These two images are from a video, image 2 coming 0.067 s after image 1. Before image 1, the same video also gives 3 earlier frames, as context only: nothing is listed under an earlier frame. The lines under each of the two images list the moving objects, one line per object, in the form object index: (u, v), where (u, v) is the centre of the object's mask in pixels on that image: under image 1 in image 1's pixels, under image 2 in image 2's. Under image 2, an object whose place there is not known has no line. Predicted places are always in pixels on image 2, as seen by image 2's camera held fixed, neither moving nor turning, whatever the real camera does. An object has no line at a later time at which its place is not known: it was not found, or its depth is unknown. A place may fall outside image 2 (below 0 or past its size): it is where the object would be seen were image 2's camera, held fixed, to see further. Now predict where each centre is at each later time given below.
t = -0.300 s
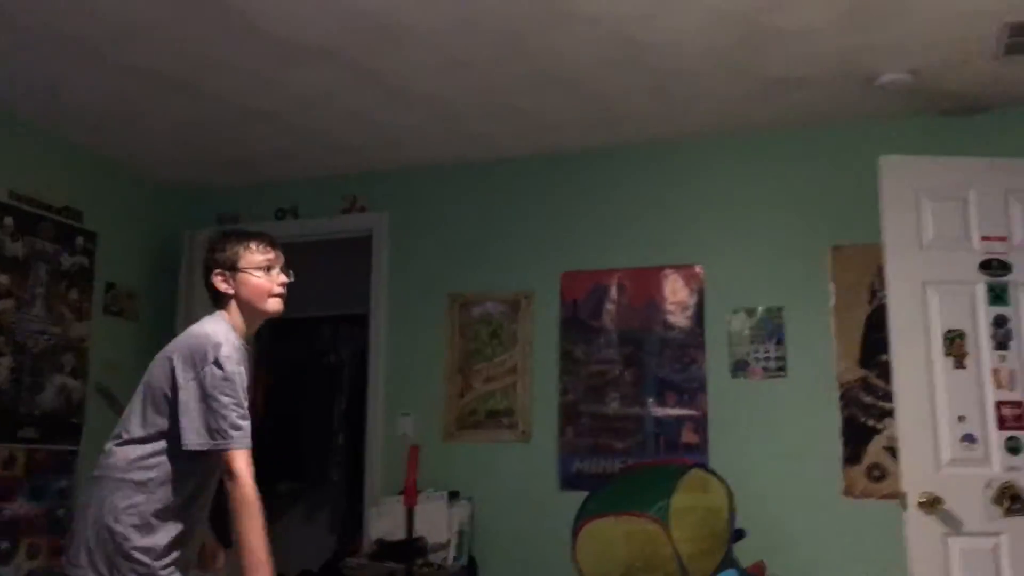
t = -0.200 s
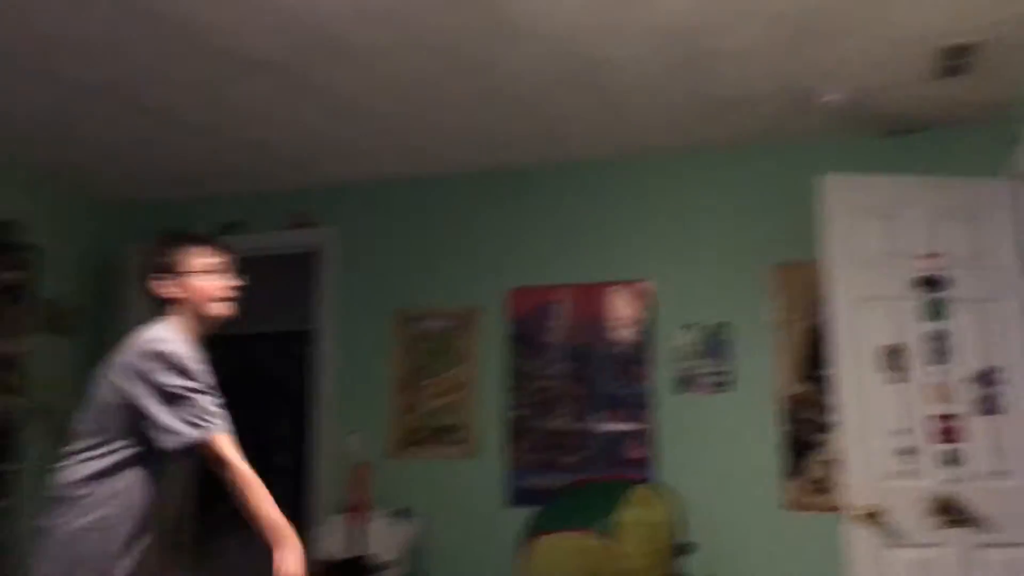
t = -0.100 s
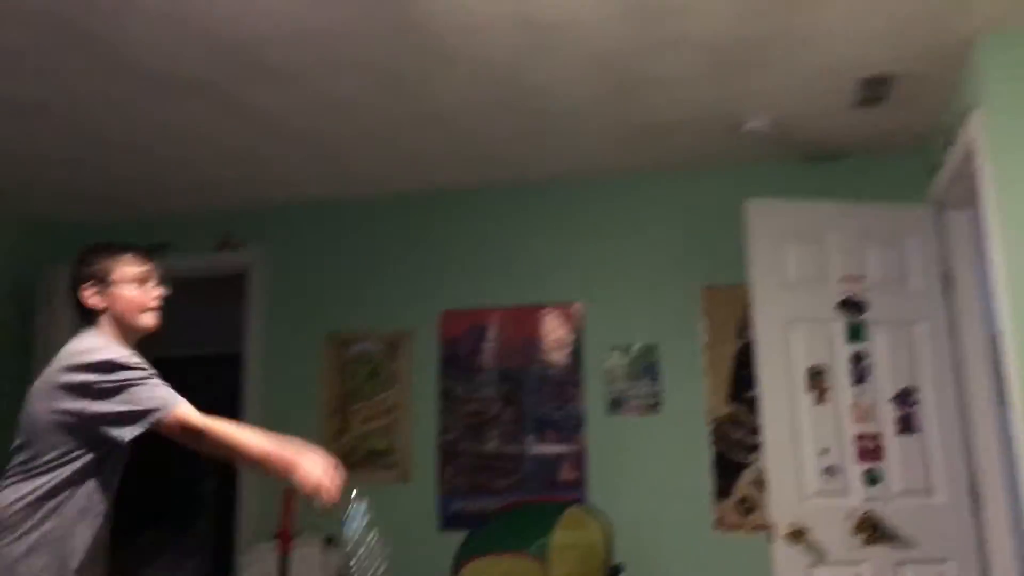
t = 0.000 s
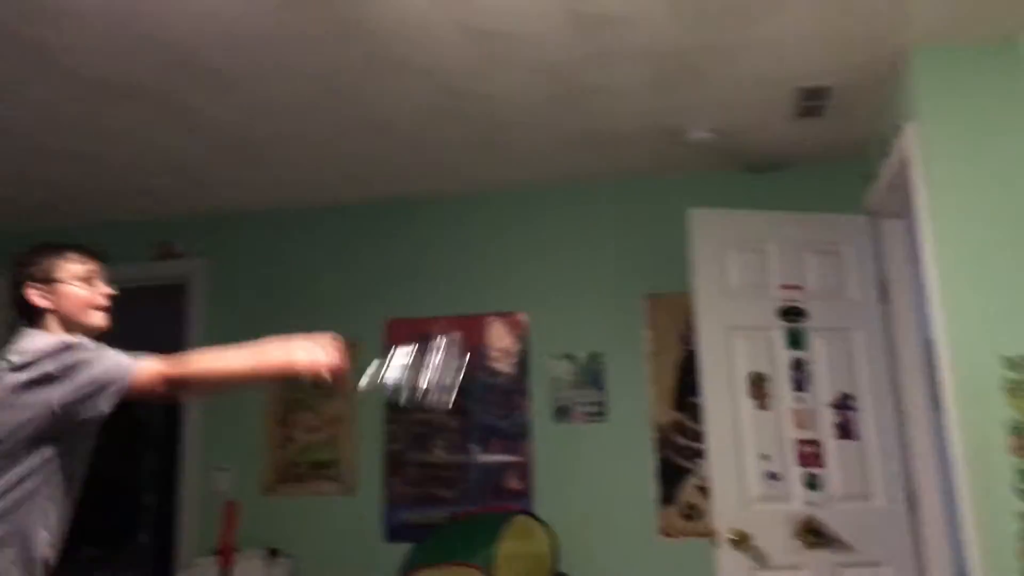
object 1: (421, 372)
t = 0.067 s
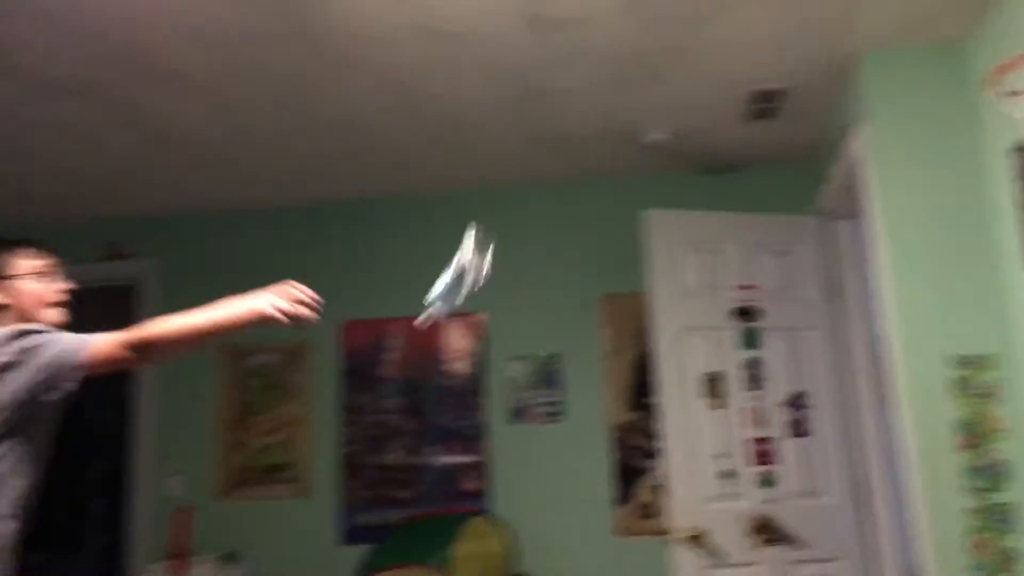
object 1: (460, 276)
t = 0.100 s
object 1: (503, 233)
